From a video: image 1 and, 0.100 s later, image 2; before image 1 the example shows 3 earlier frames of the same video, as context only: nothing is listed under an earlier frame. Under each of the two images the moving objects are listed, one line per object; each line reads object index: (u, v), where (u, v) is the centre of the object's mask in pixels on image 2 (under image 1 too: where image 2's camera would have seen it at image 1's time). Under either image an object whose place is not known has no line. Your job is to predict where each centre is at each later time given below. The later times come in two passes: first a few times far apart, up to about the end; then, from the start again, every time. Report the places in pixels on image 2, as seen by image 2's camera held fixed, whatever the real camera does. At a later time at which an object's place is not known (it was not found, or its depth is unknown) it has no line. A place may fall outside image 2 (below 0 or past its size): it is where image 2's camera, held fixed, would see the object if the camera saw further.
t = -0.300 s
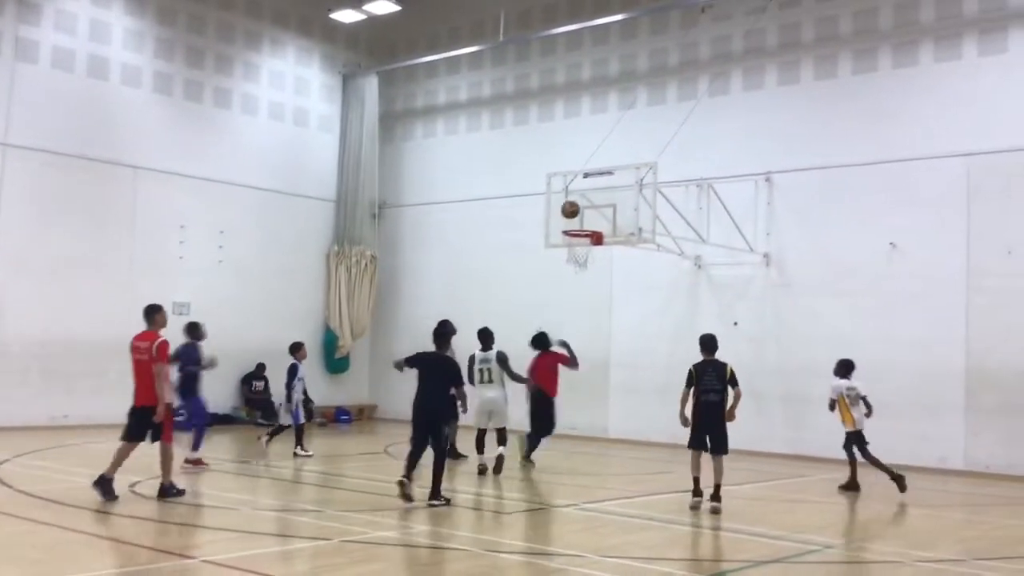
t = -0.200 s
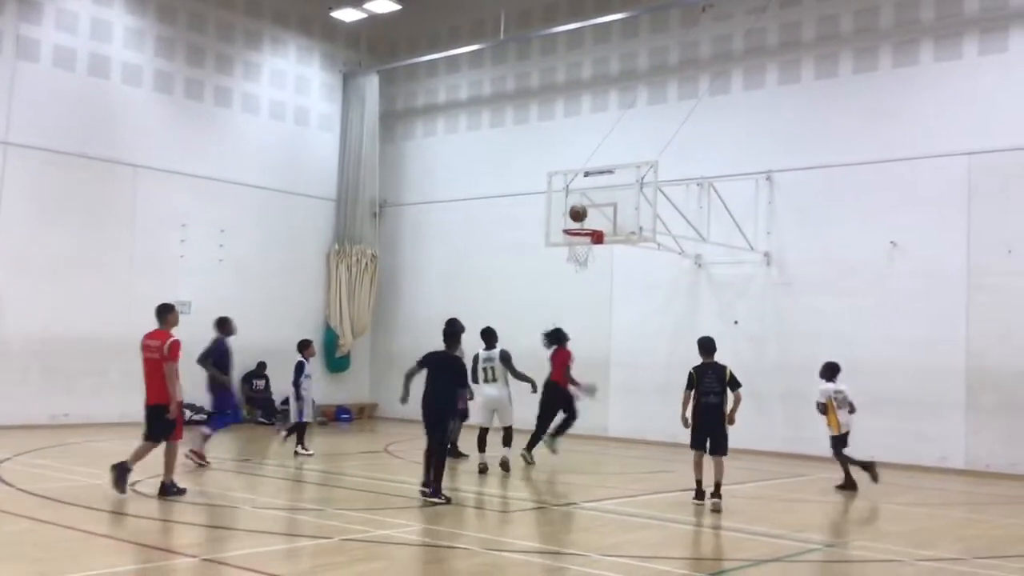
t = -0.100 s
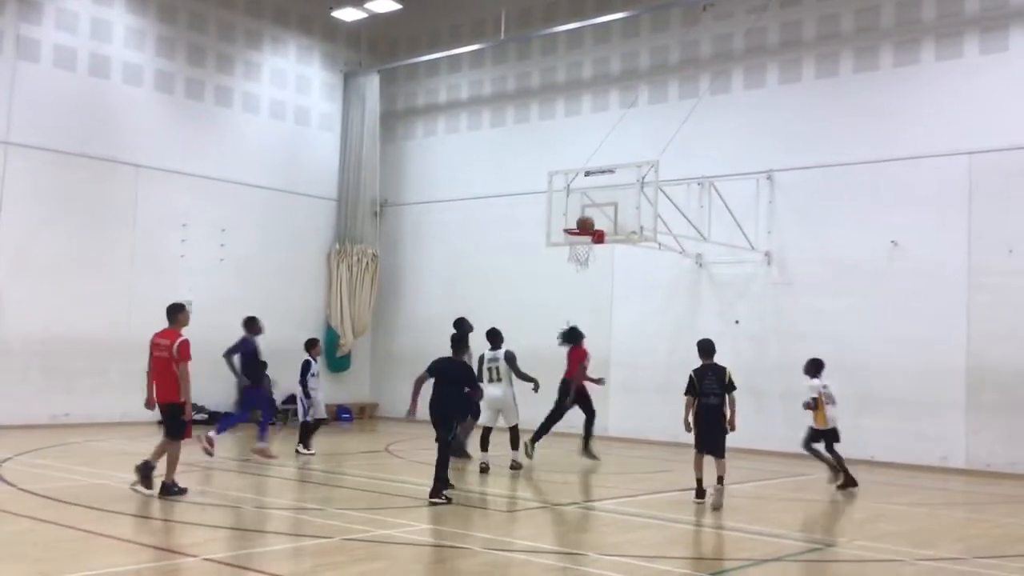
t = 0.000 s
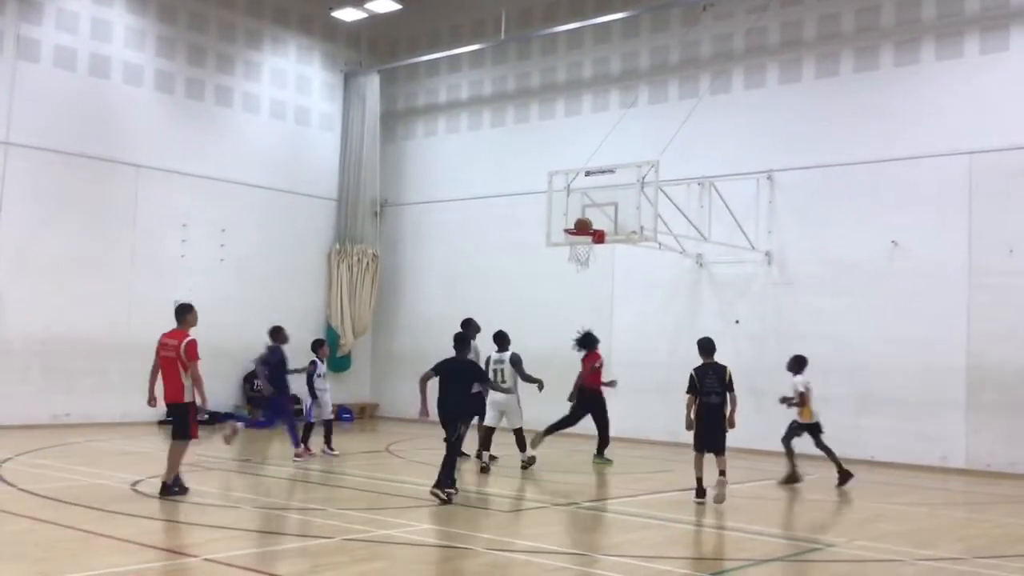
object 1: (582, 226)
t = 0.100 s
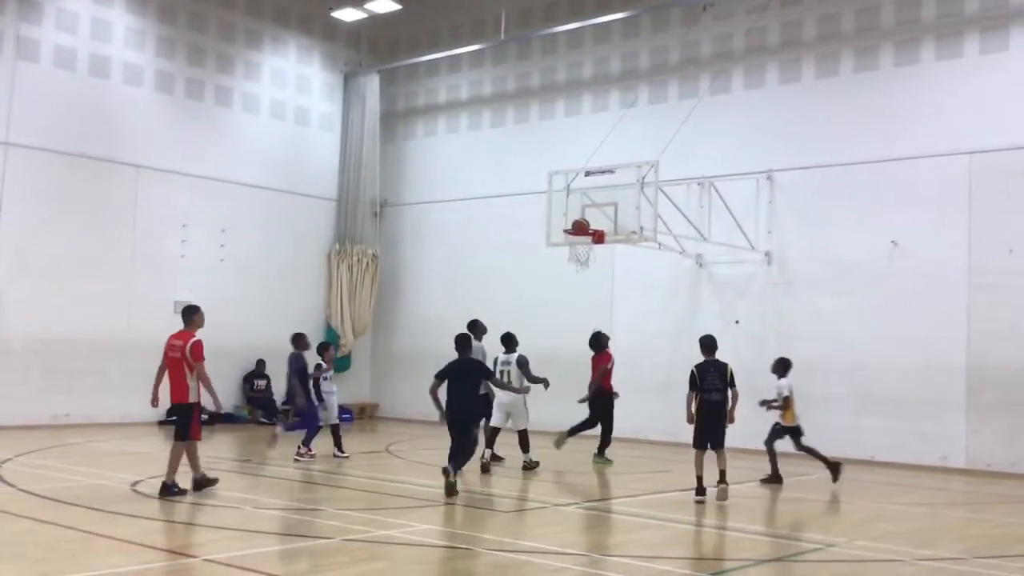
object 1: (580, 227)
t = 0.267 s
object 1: (582, 239)
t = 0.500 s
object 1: (583, 252)
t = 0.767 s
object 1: (578, 255)
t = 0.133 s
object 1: (580, 227)
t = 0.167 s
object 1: (581, 228)
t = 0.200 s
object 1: (581, 232)
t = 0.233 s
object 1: (582, 235)
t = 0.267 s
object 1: (582, 239)
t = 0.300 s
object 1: (583, 243)
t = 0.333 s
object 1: (583, 246)
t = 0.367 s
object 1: (583, 253)
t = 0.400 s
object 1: (583, 255)
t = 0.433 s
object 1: (583, 254)
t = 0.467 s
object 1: (583, 253)
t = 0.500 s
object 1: (583, 252)
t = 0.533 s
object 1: (582, 252)
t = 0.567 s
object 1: (582, 251)
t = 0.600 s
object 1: (581, 251)
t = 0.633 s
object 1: (581, 251)
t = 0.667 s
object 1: (580, 252)
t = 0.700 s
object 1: (579, 253)
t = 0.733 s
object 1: (579, 254)
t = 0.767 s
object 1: (578, 255)
